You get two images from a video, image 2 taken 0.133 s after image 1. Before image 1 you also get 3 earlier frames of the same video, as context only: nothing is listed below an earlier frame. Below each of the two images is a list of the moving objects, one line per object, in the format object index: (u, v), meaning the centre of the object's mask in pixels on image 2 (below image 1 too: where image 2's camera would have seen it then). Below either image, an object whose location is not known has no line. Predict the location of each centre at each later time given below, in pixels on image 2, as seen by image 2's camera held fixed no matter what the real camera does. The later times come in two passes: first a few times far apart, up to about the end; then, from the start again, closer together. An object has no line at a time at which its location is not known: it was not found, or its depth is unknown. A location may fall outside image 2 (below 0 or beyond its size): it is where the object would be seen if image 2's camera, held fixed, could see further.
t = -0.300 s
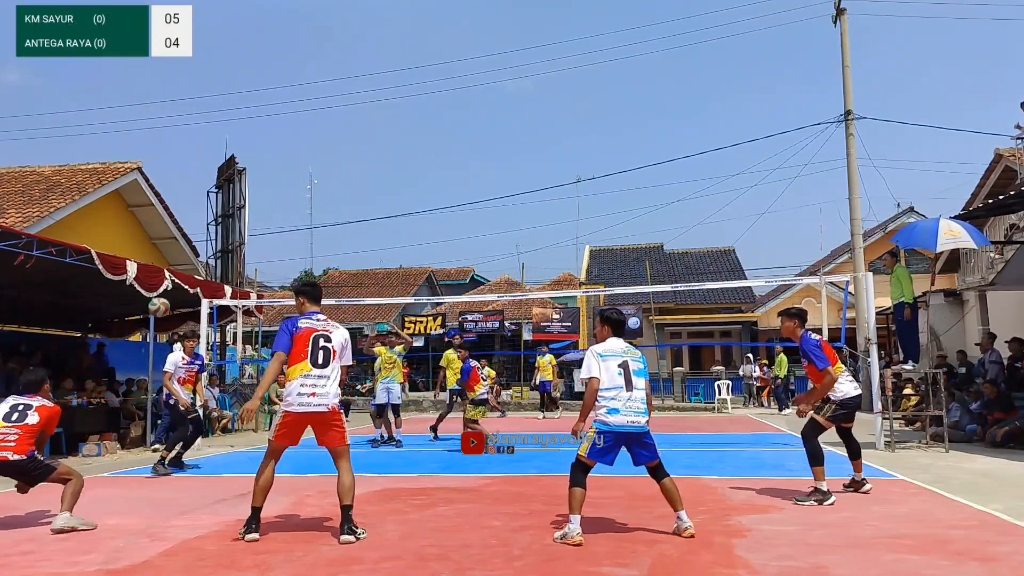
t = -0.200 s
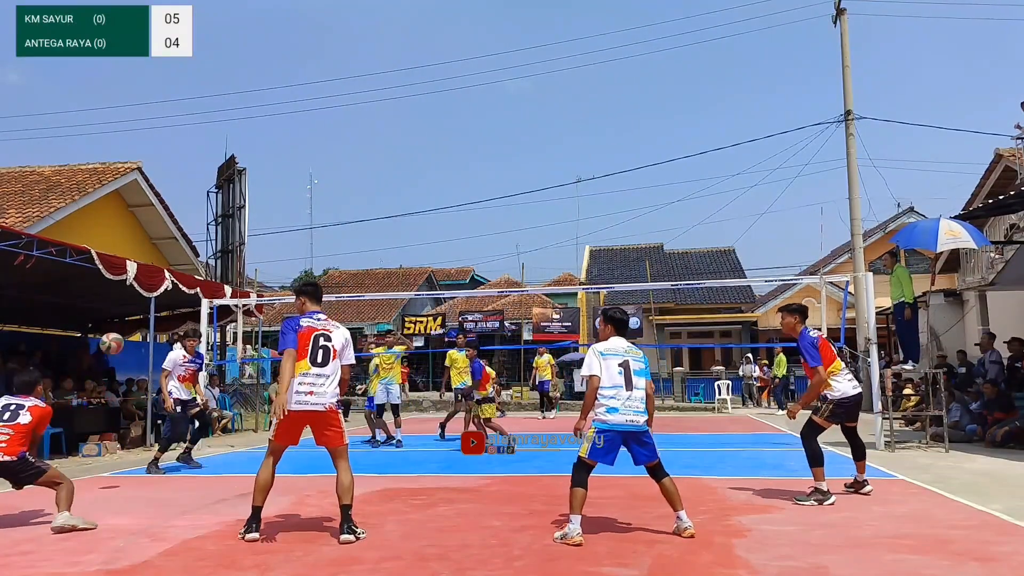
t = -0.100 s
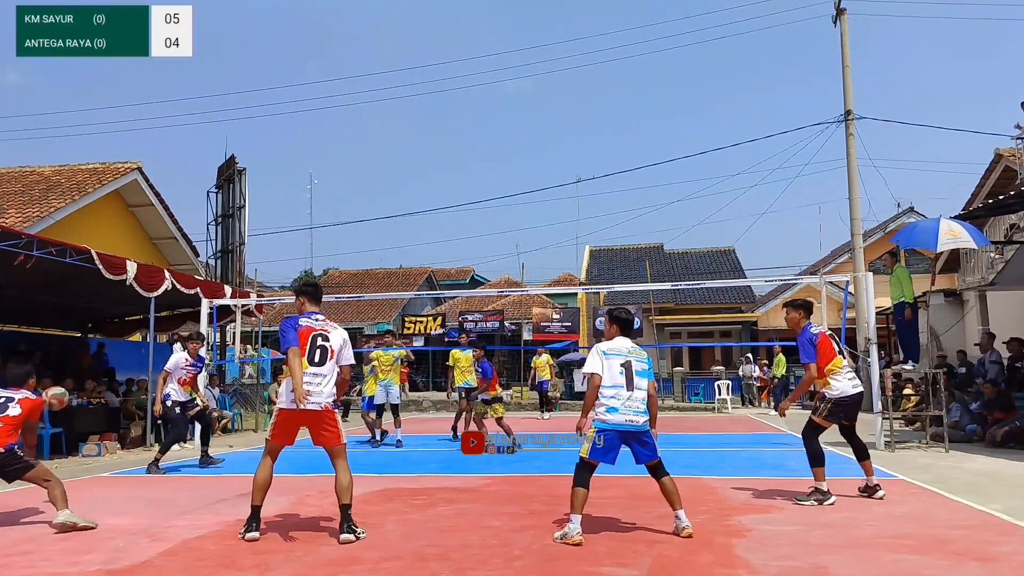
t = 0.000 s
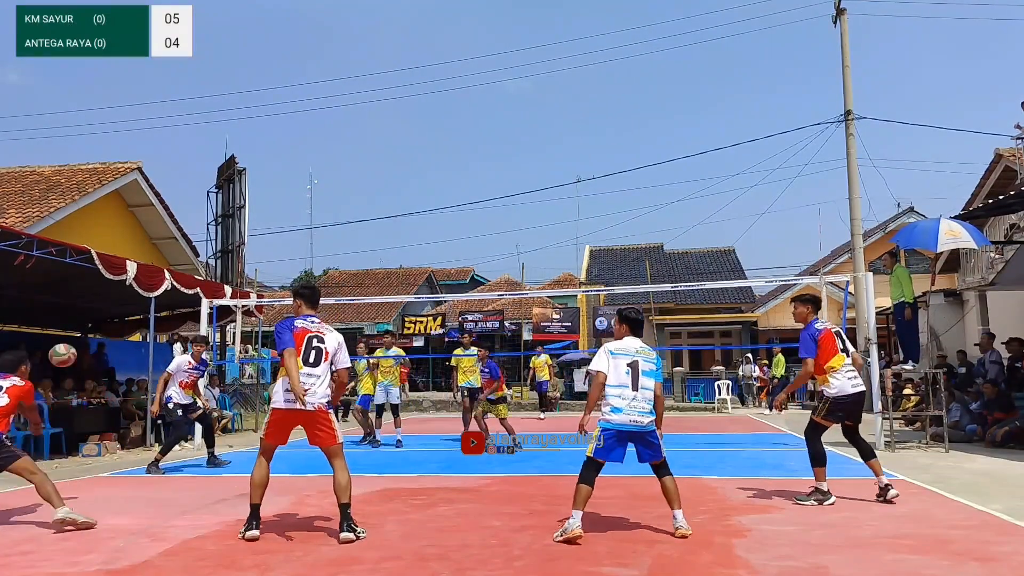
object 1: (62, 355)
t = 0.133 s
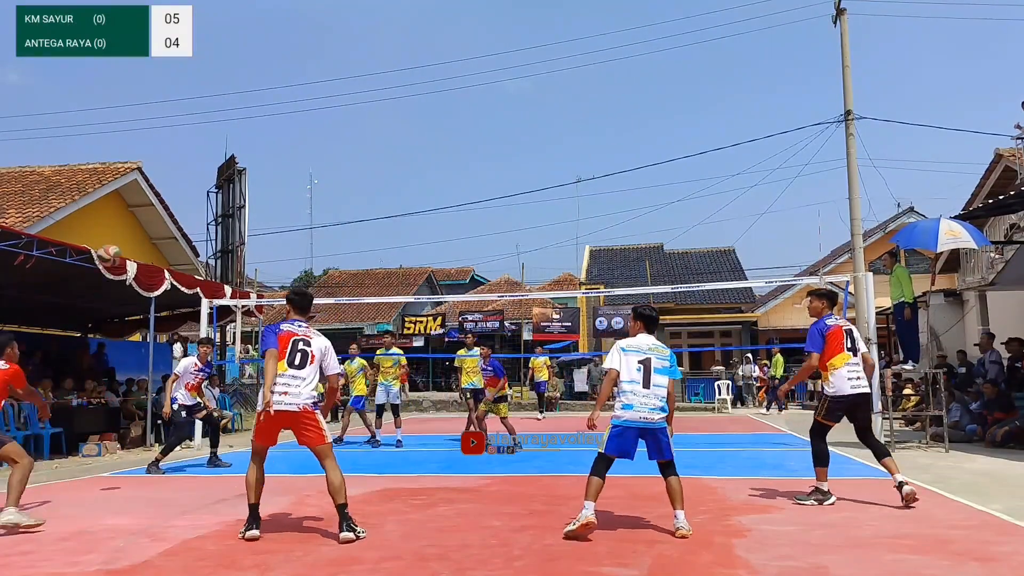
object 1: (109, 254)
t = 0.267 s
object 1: (151, 182)
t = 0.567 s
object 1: (228, 97)
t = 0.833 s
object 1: (284, 95)
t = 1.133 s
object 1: (340, 161)
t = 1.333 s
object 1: (372, 242)
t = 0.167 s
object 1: (120, 235)
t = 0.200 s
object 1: (131, 216)
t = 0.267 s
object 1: (151, 182)
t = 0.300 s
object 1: (160, 168)
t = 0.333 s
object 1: (169, 155)
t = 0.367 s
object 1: (178, 143)
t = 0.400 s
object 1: (187, 132)
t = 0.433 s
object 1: (195, 123)
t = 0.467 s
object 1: (203, 114)
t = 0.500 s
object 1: (212, 108)
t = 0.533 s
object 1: (220, 101)
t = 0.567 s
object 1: (228, 97)
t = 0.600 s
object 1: (235, 93)
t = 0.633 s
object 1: (242, 90)
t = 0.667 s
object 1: (250, 88)
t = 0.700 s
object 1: (257, 88)
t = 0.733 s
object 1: (264, 88)
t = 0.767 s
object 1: (271, 89)
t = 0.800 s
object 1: (278, 91)
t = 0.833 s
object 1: (284, 95)
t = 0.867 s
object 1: (291, 99)
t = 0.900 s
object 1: (297, 104)
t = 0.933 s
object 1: (304, 109)
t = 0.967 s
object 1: (310, 116)
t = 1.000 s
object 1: (316, 123)
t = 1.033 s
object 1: (322, 132)
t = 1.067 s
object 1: (328, 141)
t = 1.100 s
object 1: (334, 151)
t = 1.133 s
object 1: (340, 161)
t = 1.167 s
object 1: (345, 173)
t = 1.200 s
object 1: (351, 185)
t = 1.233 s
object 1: (356, 198)
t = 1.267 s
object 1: (362, 212)
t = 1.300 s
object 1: (367, 227)
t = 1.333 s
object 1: (372, 242)
